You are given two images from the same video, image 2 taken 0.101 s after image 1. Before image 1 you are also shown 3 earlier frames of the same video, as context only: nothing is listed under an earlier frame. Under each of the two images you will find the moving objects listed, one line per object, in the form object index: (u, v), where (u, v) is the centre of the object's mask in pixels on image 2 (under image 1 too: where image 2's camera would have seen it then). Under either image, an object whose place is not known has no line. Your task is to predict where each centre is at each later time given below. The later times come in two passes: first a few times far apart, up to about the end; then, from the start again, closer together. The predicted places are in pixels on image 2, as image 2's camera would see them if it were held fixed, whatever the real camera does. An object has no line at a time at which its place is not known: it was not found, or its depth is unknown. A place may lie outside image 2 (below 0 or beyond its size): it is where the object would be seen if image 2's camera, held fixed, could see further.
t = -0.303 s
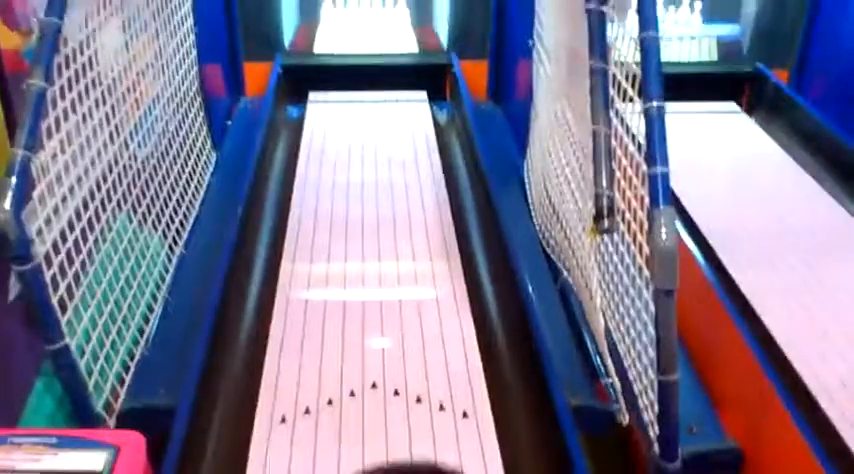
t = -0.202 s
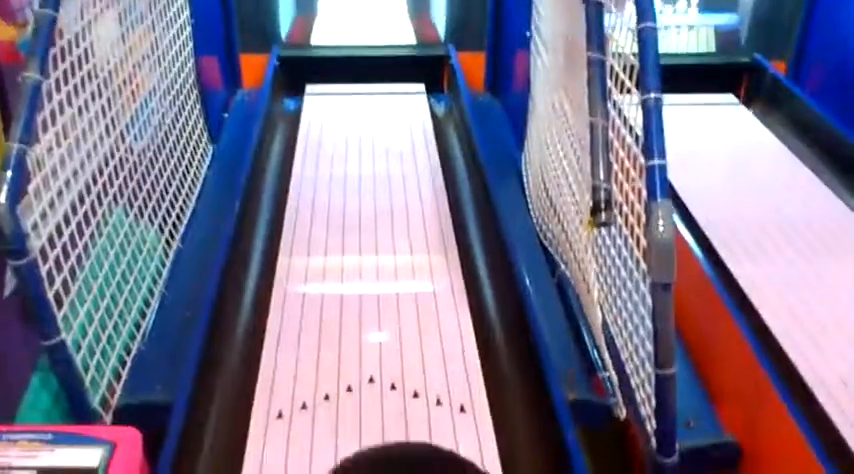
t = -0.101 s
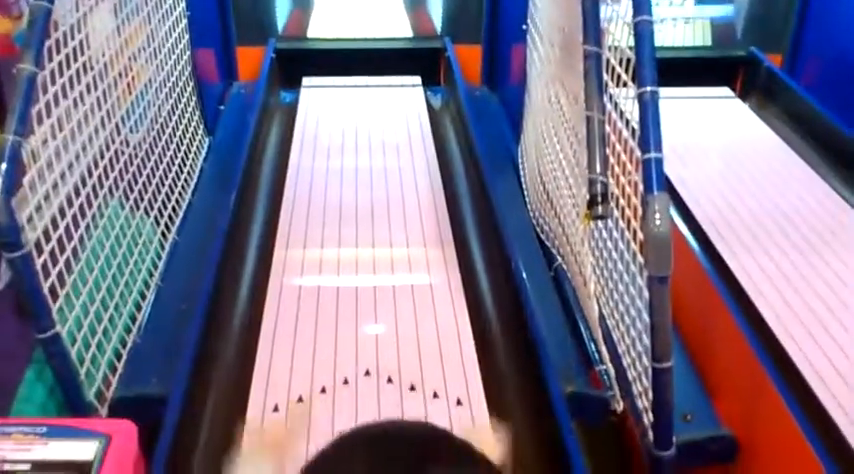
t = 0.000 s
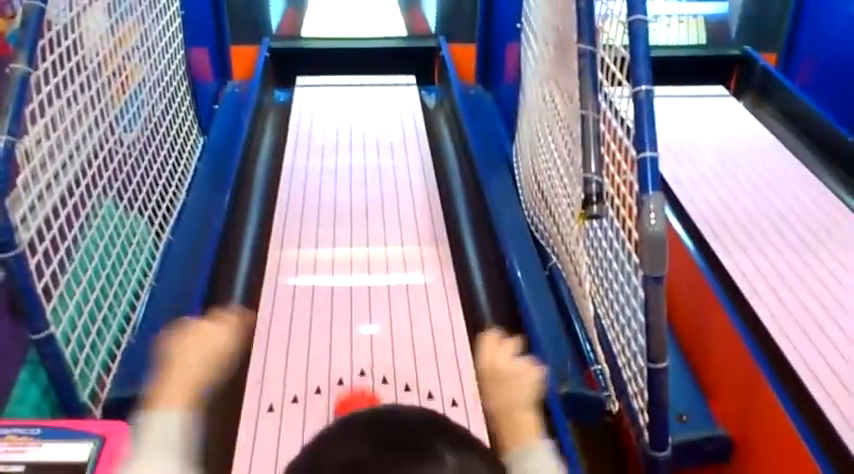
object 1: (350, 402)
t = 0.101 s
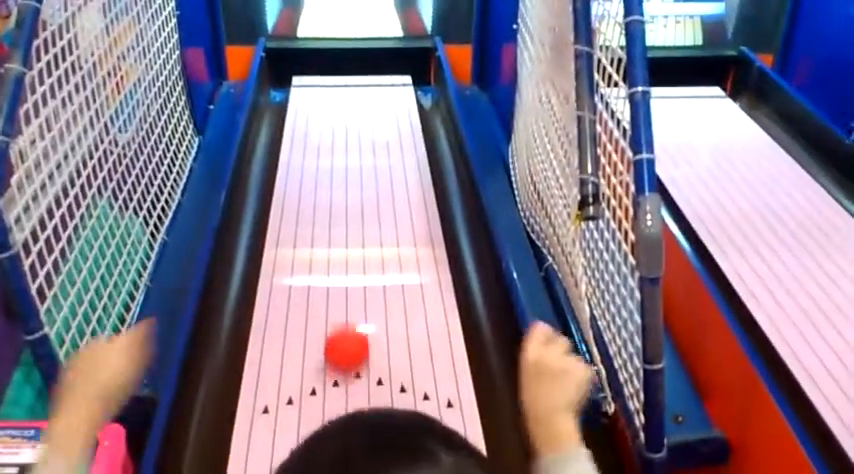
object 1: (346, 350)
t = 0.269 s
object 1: (338, 264)
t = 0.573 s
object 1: (329, 157)
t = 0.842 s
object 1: (325, 92)
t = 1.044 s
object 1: (325, 62)
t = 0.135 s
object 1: (344, 328)
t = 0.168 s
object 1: (343, 311)
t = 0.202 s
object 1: (341, 297)
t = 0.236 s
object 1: (339, 279)
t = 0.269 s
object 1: (338, 264)
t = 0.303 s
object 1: (337, 249)
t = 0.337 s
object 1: (336, 235)
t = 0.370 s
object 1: (334, 223)
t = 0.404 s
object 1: (333, 211)
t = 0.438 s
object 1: (332, 199)
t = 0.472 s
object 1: (331, 188)
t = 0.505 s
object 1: (331, 177)
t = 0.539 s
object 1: (330, 167)
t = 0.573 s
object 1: (329, 157)
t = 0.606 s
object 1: (328, 148)
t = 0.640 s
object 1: (327, 140)
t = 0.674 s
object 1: (327, 131)
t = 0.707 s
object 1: (326, 124)
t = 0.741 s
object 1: (326, 115)
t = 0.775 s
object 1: (326, 108)
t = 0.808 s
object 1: (325, 99)
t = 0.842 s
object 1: (325, 92)
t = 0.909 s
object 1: (325, 75)
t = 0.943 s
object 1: (325, 70)
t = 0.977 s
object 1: (325, 64)
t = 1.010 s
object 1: (324, 58)
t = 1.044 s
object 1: (325, 62)
